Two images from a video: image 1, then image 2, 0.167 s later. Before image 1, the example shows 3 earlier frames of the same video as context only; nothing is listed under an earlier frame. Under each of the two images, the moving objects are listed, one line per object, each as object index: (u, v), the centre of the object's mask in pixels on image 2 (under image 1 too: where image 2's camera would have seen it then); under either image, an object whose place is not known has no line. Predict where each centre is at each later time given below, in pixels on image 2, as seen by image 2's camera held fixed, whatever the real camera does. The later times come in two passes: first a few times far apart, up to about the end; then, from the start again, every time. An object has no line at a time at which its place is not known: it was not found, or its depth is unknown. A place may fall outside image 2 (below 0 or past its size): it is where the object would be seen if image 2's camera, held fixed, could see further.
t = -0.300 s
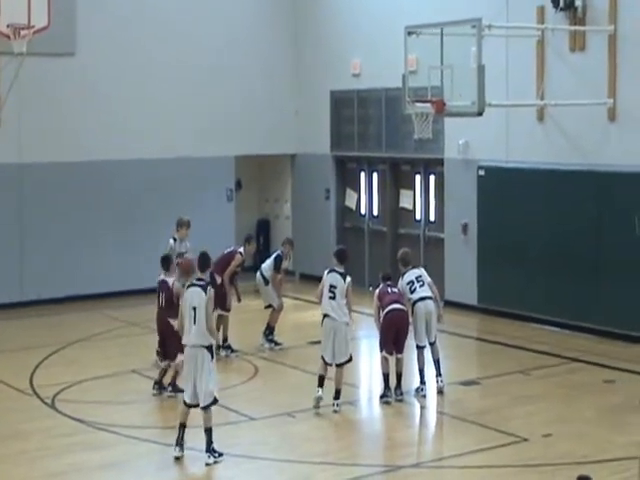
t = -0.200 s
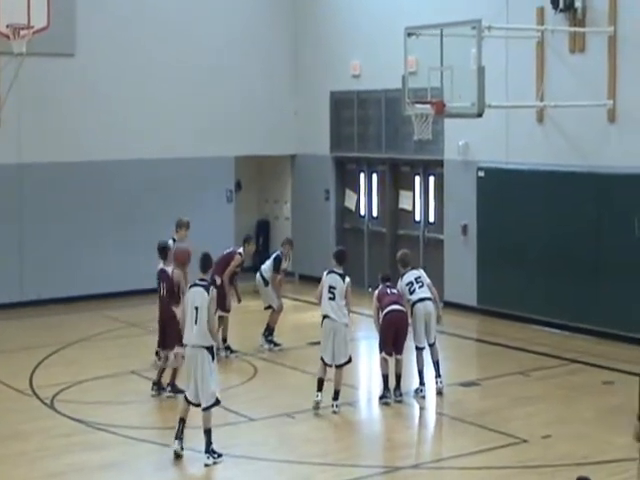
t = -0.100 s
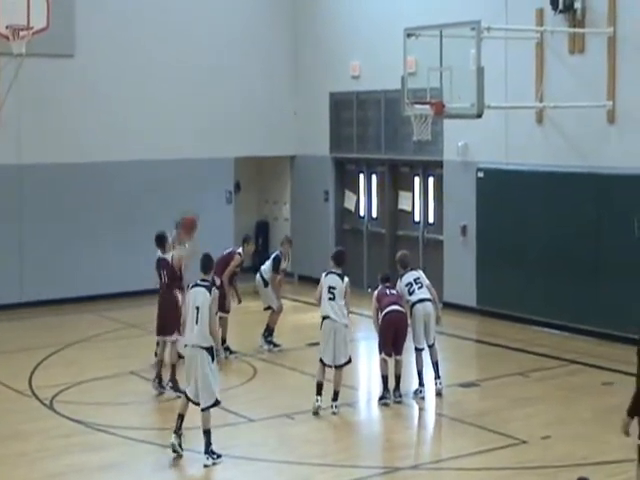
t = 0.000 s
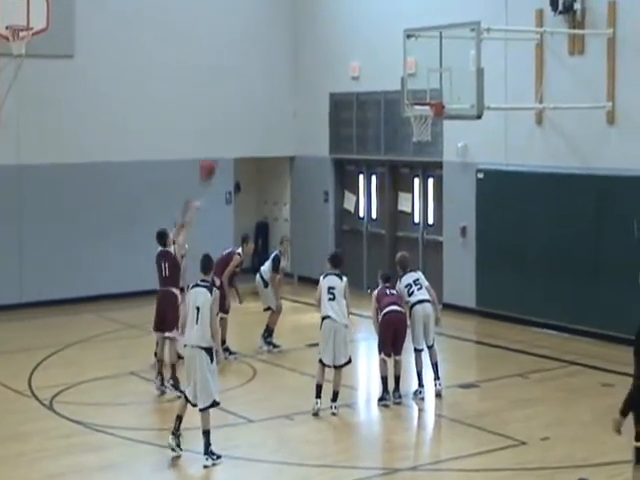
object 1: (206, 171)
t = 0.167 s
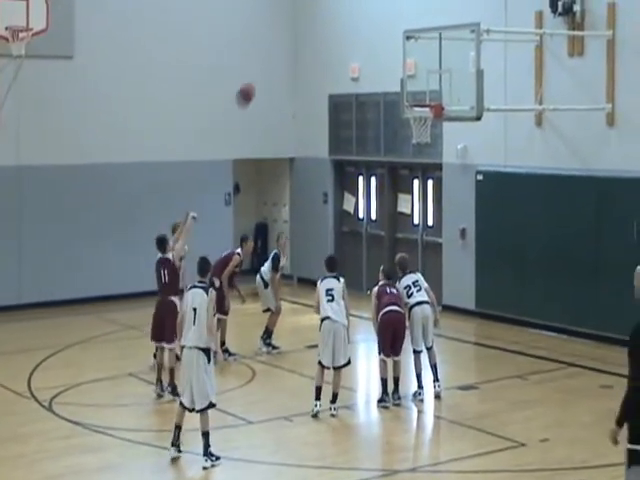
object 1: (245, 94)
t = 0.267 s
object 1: (267, 63)
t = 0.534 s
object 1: (322, 25)
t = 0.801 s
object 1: (373, 49)
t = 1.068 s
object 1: (396, 90)
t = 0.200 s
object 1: (252, 83)
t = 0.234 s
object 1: (260, 73)
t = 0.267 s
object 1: (267, 63)
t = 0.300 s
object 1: (274, 54)
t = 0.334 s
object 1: (281, 46)
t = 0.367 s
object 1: (288, 41)
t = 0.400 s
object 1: (295, 35)
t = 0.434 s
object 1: (301, 31)
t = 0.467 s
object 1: (308, 28)
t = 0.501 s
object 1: (315, 25)
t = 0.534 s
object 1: (322, 25)
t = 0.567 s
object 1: (328, 24)
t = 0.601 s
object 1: (335, 25)
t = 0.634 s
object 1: (342, 27)
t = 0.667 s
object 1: (348, 29)
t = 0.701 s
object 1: (354, 33)
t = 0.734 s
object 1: (361, 37)
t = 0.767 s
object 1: (367, 43)
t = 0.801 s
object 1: (373, 49)
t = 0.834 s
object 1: (379, 56)
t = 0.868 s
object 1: (385, 64)
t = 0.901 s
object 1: (391, 73)
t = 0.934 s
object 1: (397, 81)
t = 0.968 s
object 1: (402, 91)
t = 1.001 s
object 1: (405, 97)
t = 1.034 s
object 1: (400, 91)
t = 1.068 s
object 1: (396, 90)
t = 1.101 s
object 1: (391, 88)
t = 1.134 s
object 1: (386, 86)
